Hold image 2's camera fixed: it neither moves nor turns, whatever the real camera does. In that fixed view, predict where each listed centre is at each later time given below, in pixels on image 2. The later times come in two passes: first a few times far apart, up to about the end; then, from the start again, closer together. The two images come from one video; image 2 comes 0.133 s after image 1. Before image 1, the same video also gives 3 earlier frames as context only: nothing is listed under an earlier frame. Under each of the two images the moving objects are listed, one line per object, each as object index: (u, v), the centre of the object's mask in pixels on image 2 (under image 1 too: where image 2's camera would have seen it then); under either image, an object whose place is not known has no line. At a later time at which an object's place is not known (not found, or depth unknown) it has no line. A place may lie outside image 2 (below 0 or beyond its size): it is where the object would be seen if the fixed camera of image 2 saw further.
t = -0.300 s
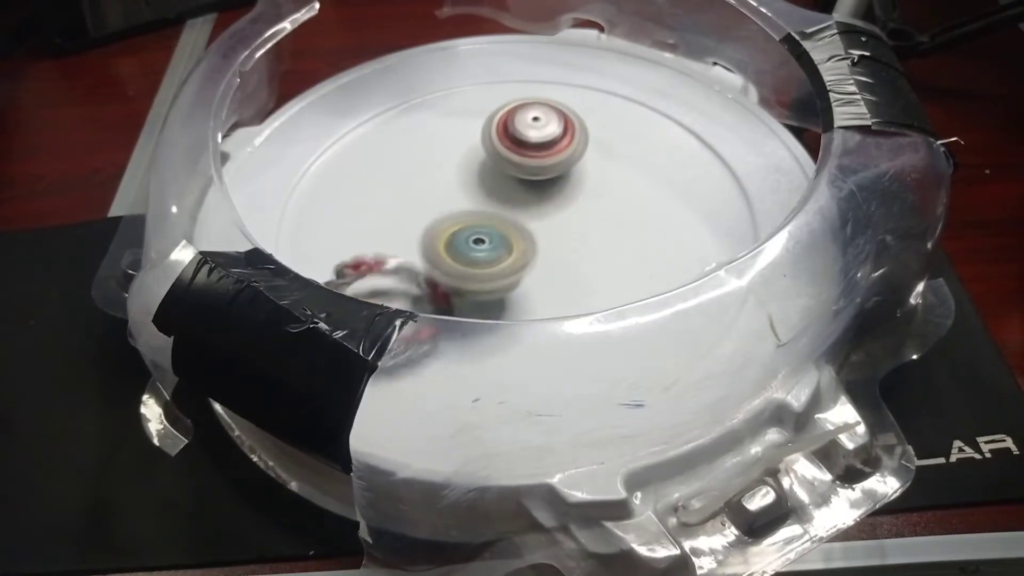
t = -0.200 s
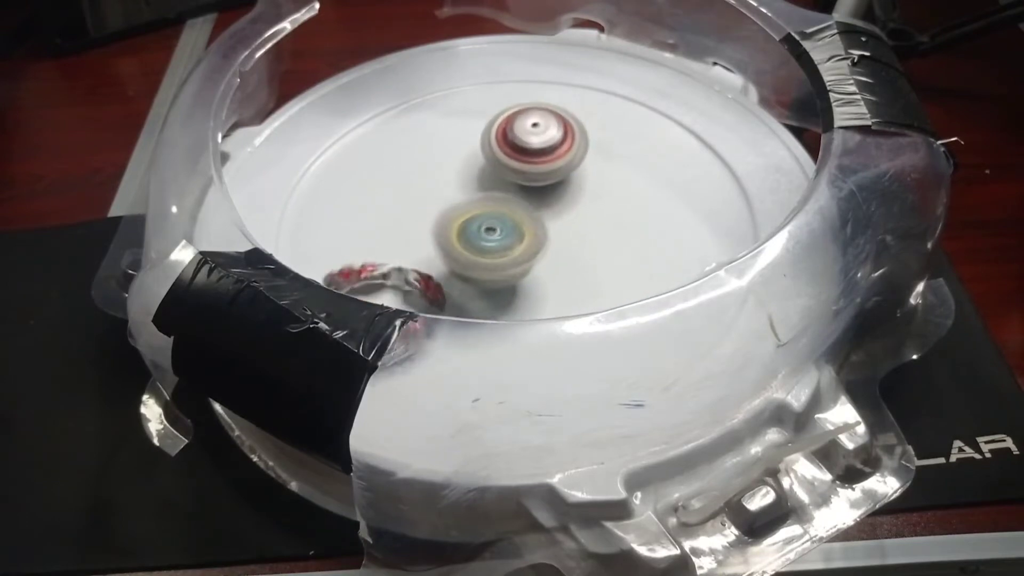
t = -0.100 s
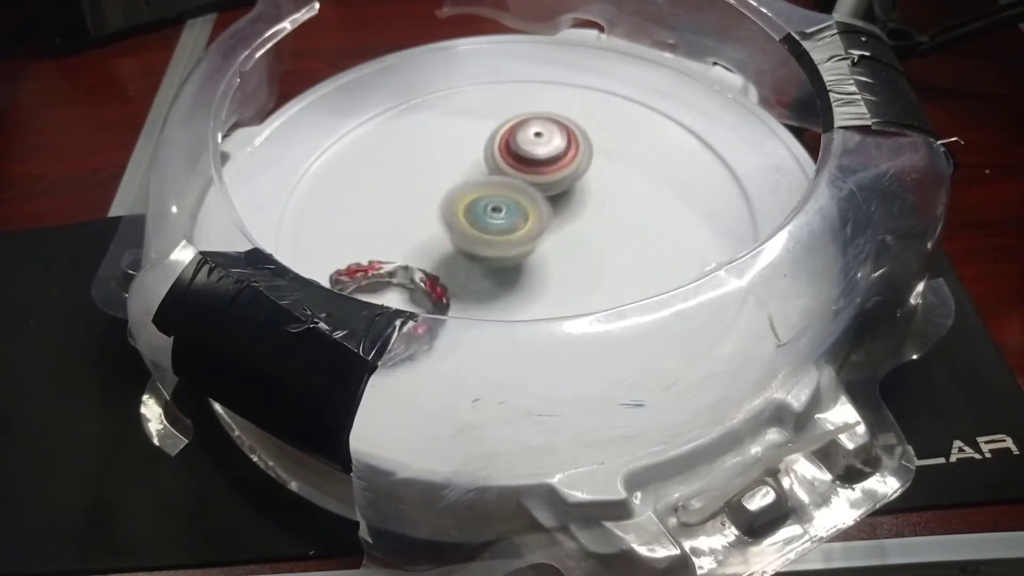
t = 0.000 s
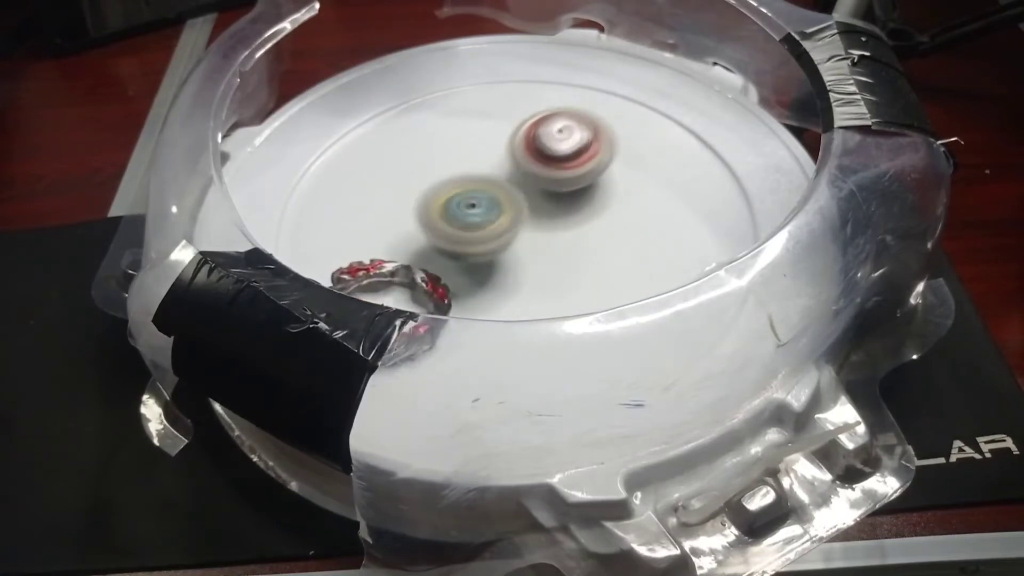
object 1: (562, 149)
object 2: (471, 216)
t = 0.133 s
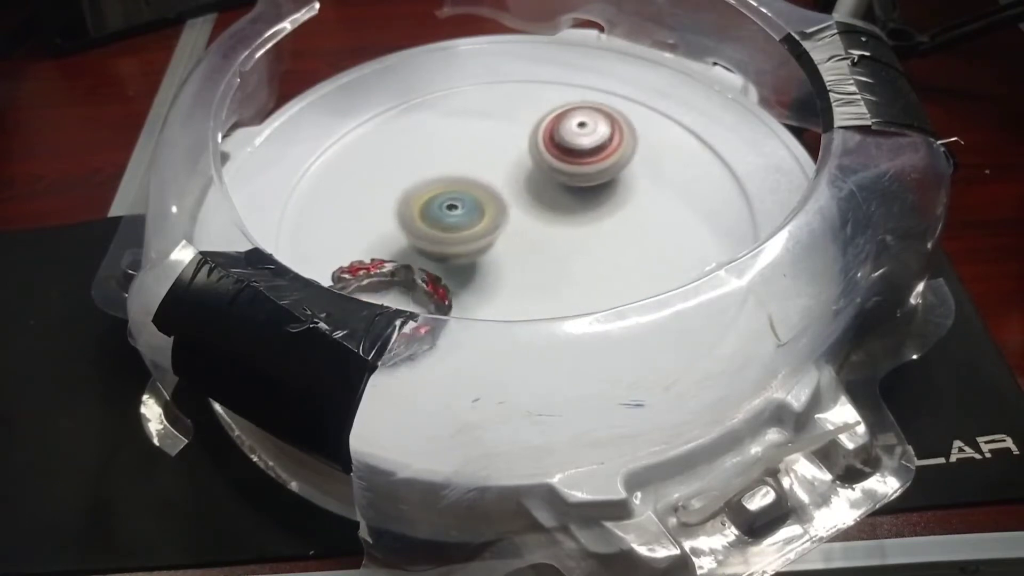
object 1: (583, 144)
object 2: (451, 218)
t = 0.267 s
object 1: (589, 156)
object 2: (453, 218)
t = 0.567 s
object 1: (596, 200)
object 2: (482, 201)
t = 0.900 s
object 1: (579, 243)
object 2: (487, 170)
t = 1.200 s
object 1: (534, 260)
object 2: (512, 165)
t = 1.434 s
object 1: (502, 248)
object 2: (543, 164)
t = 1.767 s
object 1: (467, 208)
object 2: (574, 144)
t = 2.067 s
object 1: (456, 182)
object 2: (570, 174)
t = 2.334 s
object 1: (474, 169)
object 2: (567, 206)
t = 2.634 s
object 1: (515, 164)
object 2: (552, 234)
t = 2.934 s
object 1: (555, 166)
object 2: (531, 236)
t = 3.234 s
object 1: (583, 181)
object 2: (475, 240)
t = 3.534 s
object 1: (589, 211)
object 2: (454, 219)
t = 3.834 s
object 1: (563, 235)
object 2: (461, 188)
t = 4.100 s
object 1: (530, 239)
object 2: (483, 160)
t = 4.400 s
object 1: (487, 224)
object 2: (513, 133)
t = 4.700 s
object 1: (459, 198)
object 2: (553, 145)
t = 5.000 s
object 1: (474, 183)
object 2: (589, 177)
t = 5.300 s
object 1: (513, 177)
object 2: (591, 218)
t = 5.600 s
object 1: (547, 185)
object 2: (574, 256)
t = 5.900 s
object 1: (577, 199)
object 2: (519, 260)
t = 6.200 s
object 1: (566, 219)
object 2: (451, 257)
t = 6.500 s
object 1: (556, 230)
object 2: (434, 218)
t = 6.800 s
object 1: (524, 229)
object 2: (435, 164)
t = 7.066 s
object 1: (491, 215)
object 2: (478, 128)
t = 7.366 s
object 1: (468, 190)
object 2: (556, 125)
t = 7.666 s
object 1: (487, 170)
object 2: (616, 171)
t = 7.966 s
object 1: (526, 172)
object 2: (594, 242)
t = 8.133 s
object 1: (547, 179)
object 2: (548, 264)
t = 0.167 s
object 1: (585, 146)
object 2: (450, 218)
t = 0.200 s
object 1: (586, 148)
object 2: (451, 218)
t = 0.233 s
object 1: (588, 152)
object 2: (452, 219)
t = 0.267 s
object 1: (589, 156)
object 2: (453, 218)
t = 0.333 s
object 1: (591, 165)
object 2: (458, 216)
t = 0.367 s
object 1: (592, 170)
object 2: (461, 214)
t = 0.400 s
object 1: (593, 175)
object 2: (465, 213)
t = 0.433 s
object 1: (594, 180)
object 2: (468, 211)
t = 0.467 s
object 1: (595, 185)
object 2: (472, 209)
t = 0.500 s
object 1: (596, 189)
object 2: (476, 206)
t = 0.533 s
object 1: (596, 195)
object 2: (479, 204)
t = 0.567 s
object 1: (596, 200)
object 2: (482, 201)
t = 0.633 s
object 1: (594, 210)
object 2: (488, 195)
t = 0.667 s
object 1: (594, 215)
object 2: (489, 191)
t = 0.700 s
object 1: (595, 220)
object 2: (486, 186)
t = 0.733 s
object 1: (594, 223)
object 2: (485, 181)
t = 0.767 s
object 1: (591, 228)
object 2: (484, 178)
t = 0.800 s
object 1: (588, 232)
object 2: (484, 176)
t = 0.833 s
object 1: (586, 236)
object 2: (484, 174)
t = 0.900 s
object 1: (579, 243)
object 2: (487, 170)
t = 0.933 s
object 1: (575, 245)
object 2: (488, 168)
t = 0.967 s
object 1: (571, 248)
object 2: (489, 167)
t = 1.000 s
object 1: (566, 250)
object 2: (492, 165)
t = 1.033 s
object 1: (561, 253)
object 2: (494, 164)
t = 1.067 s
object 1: (555, 255)
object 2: (496, 164)
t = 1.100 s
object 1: (549, 257)
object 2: (499, 164)
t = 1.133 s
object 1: (544, 258)
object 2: (503, 164)
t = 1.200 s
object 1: (534, 260)
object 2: (512, 165)
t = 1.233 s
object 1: (530, 260)
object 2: (516, 165)
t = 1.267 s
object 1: (525, 259)
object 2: (520, 165)
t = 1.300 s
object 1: (521, 258)
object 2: (523, 166)
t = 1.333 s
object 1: (516, 256)
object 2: (527, 166)
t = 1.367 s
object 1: (511, 253)
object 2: (532, 167)
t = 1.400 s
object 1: (507, 250)
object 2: (536, 166)
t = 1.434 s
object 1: (502, 248)
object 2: (543, 164)
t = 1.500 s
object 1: (493, 244)
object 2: (559, 157)
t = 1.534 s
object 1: (491, 241)
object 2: (564, 153)
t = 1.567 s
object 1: (487, 236)
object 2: (566, 150)
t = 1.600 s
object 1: (484, 231)
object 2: (569, 149)
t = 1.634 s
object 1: (481, 226)
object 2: (572, 146)
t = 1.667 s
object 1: (477, 221)
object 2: (573, 145)
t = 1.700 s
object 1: (475, 217)
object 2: (574, 143)
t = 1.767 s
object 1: (467, 208)
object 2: (574, 144)
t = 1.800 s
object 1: (464, 204)
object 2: (573, 145)
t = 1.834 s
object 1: (461, 201)
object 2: (573, 147)
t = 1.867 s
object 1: (459, 198)
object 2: (573, 150)
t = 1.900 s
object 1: (457, 195)
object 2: (573, 153)
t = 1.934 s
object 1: (455, 192)
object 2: (572, 156)
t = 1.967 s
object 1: (454, 189)
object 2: (572, 160)
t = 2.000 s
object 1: (454, 187)
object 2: (571, 164)
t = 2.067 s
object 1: (456, 182)
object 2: (570, 174)
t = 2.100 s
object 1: (457, 179)
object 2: (569, 178)
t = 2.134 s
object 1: (458, 177)
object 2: (568, 183)
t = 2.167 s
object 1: (460, 175)
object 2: (567, 187)
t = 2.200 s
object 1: (462, 173)
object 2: (567, 191)
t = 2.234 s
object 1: (465, 172)
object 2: (567, 195)
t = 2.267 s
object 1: (469, 171)
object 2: (567, 199)
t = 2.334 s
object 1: (474, 169)
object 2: (567, 206)
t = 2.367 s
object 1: (478, 169)
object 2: (566, 209)
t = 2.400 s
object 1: (482, 168)
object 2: (565, 212)
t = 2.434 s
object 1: (486, 168)
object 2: (563, 215)
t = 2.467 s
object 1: (490, 168)
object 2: (561, 218)
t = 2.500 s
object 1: (495, 168)
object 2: (560, 220)
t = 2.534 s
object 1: (500, 168)
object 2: (558, 222)
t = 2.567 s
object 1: (505, 167)
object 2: (556, 224)
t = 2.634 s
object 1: (515, 164)
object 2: (552, 234)
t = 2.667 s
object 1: (519, 162)
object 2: (551, 236)
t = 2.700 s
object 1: (522, 162)
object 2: (549, 237)
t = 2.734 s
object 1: (526, 161)
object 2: (547, 238)
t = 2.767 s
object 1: (531, 162)
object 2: (545, 239)
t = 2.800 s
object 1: (536, 162)
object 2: (543, 239)
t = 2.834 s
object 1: (541, 162)
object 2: (540, 238)
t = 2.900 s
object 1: (551, 164)
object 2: (535, 237)
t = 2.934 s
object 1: (555, 166)
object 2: (531, 236)
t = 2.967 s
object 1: (560, 166)
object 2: (529, 234)
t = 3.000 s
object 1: (565, 167)
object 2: (527, 231)
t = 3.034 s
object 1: (569, 168)
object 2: (517, 233)
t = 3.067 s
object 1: (574, 168)
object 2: (506, 234)
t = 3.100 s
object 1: (576, 170)
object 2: (497, 236)
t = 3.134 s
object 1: (578, 171)
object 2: (490, 237)
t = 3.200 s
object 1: (581, 177)
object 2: (480, 239)
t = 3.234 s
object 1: (583, 181)
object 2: (475, 240)
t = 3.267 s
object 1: (585, 185)
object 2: (470, 239)
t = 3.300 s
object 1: (587, 189)
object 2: (466, 238)
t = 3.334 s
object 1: (589, 192)
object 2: (464, 236)
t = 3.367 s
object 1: (590, 196)
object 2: (461, 234)
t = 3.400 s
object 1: (591, 199)
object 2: (459, 232)
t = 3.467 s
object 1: (591, 205)
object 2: (456, 226)
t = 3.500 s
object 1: (590, 208)
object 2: (455, 223)
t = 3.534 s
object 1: (589, 211)
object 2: (454, 219)
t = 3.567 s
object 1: (587, 214)
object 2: (454, 216)
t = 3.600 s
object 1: (585, 218)
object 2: (454, 213)
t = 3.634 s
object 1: (583, 221)
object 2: (454, 209)
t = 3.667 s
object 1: (581, 224)
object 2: (455, 206)
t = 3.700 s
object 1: (578, 226)
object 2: (455, 202)
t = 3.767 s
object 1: (571, 231)
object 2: (457, 195)
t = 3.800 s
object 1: (567, 233)
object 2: (459, 192)
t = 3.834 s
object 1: (563, 235)
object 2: (461, 188)
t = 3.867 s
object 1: (559, 237)
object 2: (464, 185)
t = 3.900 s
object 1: (555, 238)
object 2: (467, 182)
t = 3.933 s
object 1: (550, 239)
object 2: (470, 178)
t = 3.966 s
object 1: (546, 240)
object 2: (471, 172)
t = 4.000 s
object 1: (543, 240)
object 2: (473, 167)
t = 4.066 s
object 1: (535, 239)
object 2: (480, 162)
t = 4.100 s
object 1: (530, 239)
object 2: (483, 160)
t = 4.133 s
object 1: (524, 238)
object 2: (487, 157)
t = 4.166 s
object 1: (518, 236)
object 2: (491, 154)
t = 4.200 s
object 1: (514, 236)
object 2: (495, 152)
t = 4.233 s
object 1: (507, 236)
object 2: (500, 147)
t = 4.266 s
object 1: (503, 235)
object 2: (502, 143)
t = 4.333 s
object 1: (495, 230)
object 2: (508, 136)
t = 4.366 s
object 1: (492, 227)
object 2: (510, 134)
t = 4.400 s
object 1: (487, 224)
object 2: (513, 133)
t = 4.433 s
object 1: (483, 221)
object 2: (517, 132)
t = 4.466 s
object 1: (479, 218)
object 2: (519, 132)
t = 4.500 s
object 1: (476, 215)
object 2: (522, 133)
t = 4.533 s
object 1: (472, 212)
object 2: (525, 133)
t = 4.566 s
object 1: (469, 209)
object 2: (529, 135)
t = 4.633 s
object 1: (462, 203)
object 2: (541, 140)
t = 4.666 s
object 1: (460, 201)
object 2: (547, 142)
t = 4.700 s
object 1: (459, 198)
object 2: (553, 145)
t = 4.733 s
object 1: (459, 196)
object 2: (558, 148)
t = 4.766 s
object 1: (459, 193)
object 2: (563, 151)
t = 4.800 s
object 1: (459, 191)
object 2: (568, 154)
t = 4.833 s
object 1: (460, 190)
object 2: (572, 158)
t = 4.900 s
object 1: (464, 187)
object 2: (580, 166)
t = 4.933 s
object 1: (467, 185)
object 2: (583, 170)
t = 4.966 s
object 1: (470, 184)
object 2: (587, 173)
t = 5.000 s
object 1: (474, 183)
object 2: (589, 177)
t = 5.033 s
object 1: (478, 182)
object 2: (591, 182)
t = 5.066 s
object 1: (482, 181)
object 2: (592, 187)
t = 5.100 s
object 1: (486, 181)
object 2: (594, 192)
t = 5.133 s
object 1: (491, 180)
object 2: (594, 196)
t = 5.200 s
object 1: (500, 179)
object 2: (596, 205)
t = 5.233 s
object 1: (504, 178)
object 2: (594, 208)
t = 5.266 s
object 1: (509, 178)
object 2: (593, 213)
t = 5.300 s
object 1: (513, 177)
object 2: (591, 218)
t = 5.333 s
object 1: (515, 176)
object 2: (590, 225)
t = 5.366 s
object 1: (518, 176)
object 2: (589, 230)
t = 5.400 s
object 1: (521, 177)
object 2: (587, 236)
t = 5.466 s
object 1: (529, 181)
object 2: (585, 243)
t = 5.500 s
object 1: (533, 181)
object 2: (583, 246)
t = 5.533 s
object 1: (538, 183)
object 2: (581, 250)
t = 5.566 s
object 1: (543, 183)
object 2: (577, 253)
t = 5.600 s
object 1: (547, 185)
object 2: (574, 256)
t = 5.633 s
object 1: (552, 186)
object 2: (569, 258)
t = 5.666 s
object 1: (556, 188)
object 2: (566, 259)
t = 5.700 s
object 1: (560, 189)
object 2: (560, 258)
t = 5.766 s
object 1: (570, 192)
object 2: (546, 258)
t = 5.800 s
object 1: (572, 193)
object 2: (540, 260)
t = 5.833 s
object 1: (574, 196)
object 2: (534, 260)
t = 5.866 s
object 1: (575, 198)
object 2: (528, 259)
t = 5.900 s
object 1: (577, 199)
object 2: (519, 260)
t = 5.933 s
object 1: (578, 200)
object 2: (502, 263)
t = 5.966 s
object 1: (580, 200)
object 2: (486, 265)
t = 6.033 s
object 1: (579, 201)
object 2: (466, 265)
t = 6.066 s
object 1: (576, 204)
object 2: (464, 263)
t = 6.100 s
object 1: (573, 207)
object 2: (458, 264)
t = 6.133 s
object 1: (571, 211)
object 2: (455, 262)
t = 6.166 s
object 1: (569, 215)
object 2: (452, 260)
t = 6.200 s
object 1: (566, 219)
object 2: (451, 257)
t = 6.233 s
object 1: (564, 222)
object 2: (450, 253)
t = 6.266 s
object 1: (562, 226)
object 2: (449, 249)
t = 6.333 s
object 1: (560, 230)
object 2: (443, 239)
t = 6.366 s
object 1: (563, 231)
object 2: (441, 234)
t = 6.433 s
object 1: (563, 230)
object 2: (439, 228)
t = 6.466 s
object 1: (561, 230)
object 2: (436, 224)
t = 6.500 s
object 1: (556, 230)
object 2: (434, 218)
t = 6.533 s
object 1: (551, 231)
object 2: (434, 213)
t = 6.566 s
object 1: (546, 232)
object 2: (434, 206)
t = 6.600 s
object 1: (545, 233)
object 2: (431, 200)
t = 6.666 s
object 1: (542, 234)
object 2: (428, 186)
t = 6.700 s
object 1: (538, 233)
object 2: (427, 179)
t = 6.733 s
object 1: (534, 232)
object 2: (428, 174)
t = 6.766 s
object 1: (529, 230)
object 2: (431, 168)
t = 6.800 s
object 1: (524, 229)
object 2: (435, 164)
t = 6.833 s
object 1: (518, 227)
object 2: (438, 159)
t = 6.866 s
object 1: (515, 226)
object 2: (441, 153)
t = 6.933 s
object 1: (507, 223)
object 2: (451, 143)
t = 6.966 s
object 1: (504, 220)
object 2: (457, 138)
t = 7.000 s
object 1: (499, 218)
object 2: (462, 135)
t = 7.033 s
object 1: (495, 217)
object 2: (470, 132)
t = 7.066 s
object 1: (491, 215)
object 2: (478, 128)
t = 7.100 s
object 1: (487, 212)
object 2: (485, 124)
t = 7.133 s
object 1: (482, 210)
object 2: (492, 124)
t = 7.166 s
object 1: (478, 207)
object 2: (502, 124)
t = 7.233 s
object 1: (472, 202)
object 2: (520, 120)
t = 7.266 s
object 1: (470, 200)
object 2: (528, 121)
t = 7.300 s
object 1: (468, 197)
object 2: (539, 122)
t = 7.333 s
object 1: (468, 194)
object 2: (547, 122)
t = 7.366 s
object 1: (468, 190)
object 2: (556, 125)
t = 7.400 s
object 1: (468, 187)
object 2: (565, 129)
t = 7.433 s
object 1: (469, 184)
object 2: (574, 131)
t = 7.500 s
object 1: (472, 178)
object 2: (588, 141)
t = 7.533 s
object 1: (474, 176)
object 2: (596, 146)
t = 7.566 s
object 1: (477, 174)
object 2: (602, 150)
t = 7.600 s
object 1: (480, 172)
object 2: (607, 158)
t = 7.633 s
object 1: (483, 171)
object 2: (612, 166)
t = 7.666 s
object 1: (487, 170)
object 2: (616, 171)
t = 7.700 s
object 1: (491, 169)
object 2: (617, 180)
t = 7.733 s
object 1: (495, 168)
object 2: (618, 190)
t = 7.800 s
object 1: (504, 168)
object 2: (619, 203)
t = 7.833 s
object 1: (508, 168)
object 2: (615, 213)
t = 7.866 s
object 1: (512, 168)
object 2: (612, 222)
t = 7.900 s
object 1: (517, 169)
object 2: (610, 226)
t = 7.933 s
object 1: (521, 170)
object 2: (602, 234)
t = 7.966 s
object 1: (526, 172)
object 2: (594, 242)
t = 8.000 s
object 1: (530, 173)
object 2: (587, 248)
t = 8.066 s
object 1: (538, 176)
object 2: (567, 259)
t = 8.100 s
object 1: (542, 178)
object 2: (557, 263)
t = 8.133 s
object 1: (547, 179)
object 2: (548, 264)
